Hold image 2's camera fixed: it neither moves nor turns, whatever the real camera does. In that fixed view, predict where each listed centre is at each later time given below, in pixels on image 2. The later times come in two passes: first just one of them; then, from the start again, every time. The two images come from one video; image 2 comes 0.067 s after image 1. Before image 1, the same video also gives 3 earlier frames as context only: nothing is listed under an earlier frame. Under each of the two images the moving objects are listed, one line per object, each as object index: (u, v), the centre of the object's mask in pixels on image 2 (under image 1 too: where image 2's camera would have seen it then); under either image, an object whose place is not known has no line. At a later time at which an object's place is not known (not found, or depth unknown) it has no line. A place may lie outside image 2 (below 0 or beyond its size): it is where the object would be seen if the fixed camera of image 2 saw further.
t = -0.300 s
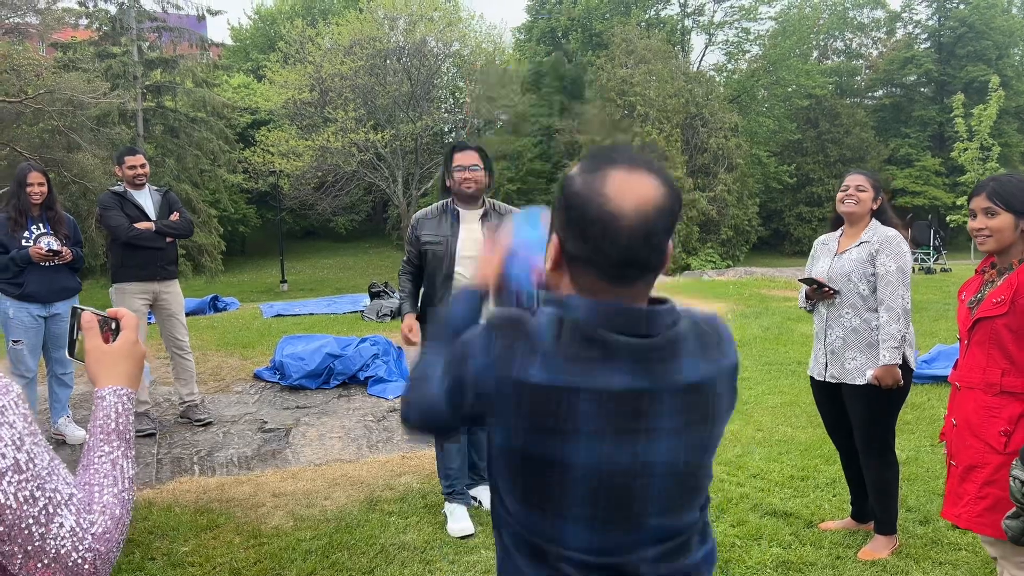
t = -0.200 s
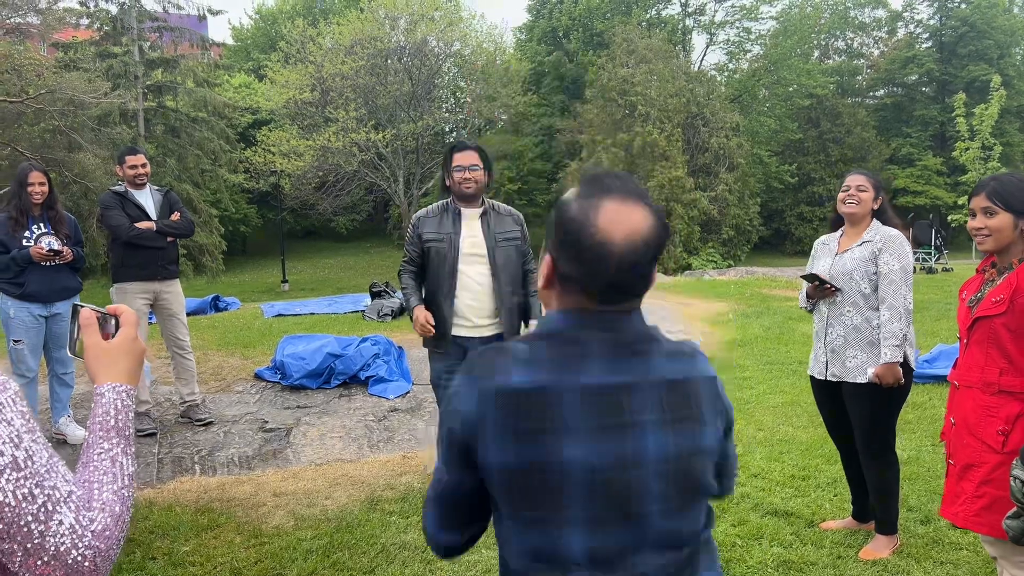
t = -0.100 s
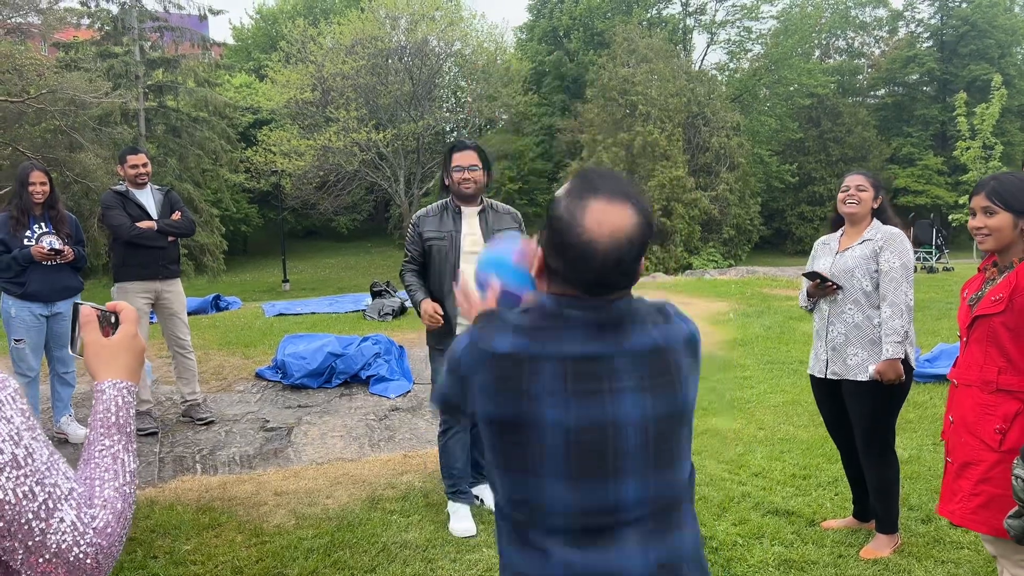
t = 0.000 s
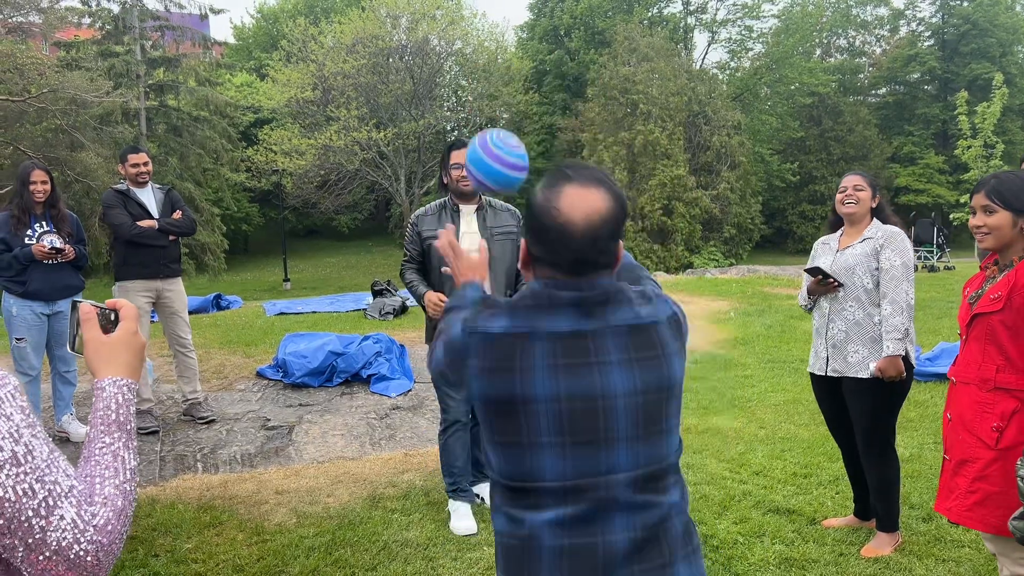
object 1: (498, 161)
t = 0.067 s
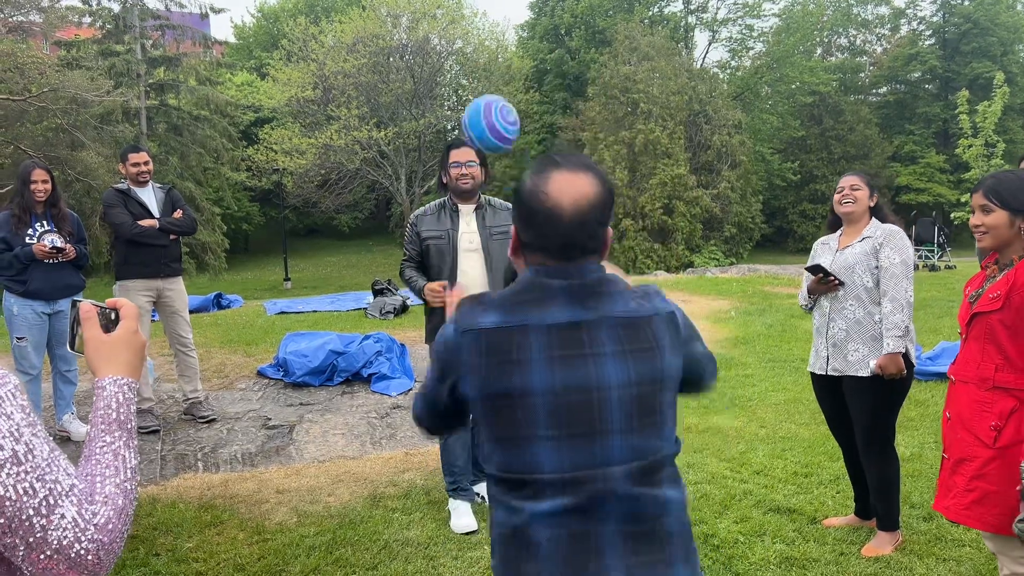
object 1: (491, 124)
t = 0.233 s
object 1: (486, 108)
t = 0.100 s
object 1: (489, 113)
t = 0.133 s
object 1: (487, 107)
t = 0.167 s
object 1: (486, 105)
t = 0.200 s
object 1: (486, 105)
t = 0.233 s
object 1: (486, 108)
